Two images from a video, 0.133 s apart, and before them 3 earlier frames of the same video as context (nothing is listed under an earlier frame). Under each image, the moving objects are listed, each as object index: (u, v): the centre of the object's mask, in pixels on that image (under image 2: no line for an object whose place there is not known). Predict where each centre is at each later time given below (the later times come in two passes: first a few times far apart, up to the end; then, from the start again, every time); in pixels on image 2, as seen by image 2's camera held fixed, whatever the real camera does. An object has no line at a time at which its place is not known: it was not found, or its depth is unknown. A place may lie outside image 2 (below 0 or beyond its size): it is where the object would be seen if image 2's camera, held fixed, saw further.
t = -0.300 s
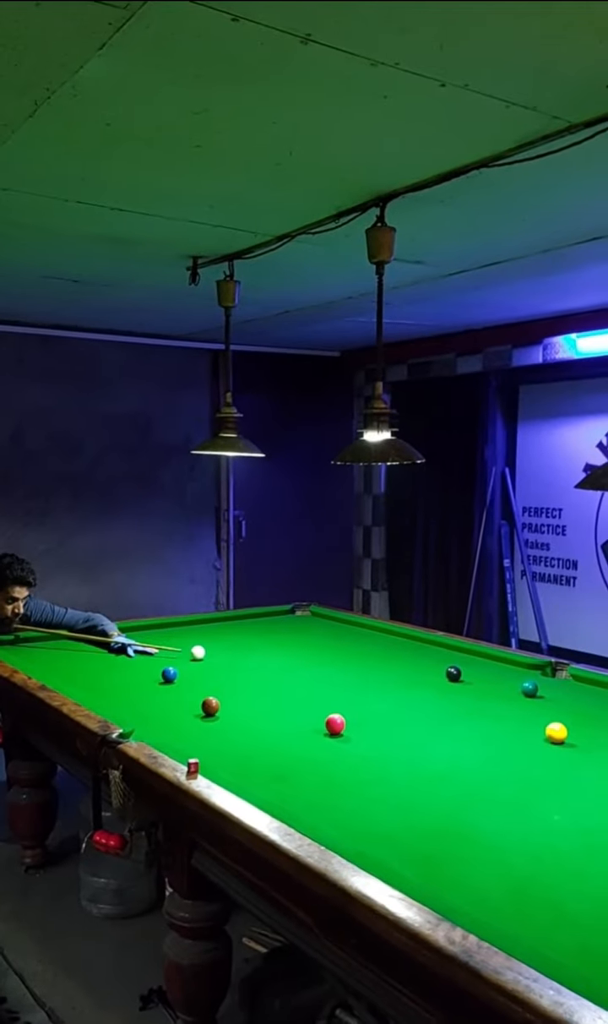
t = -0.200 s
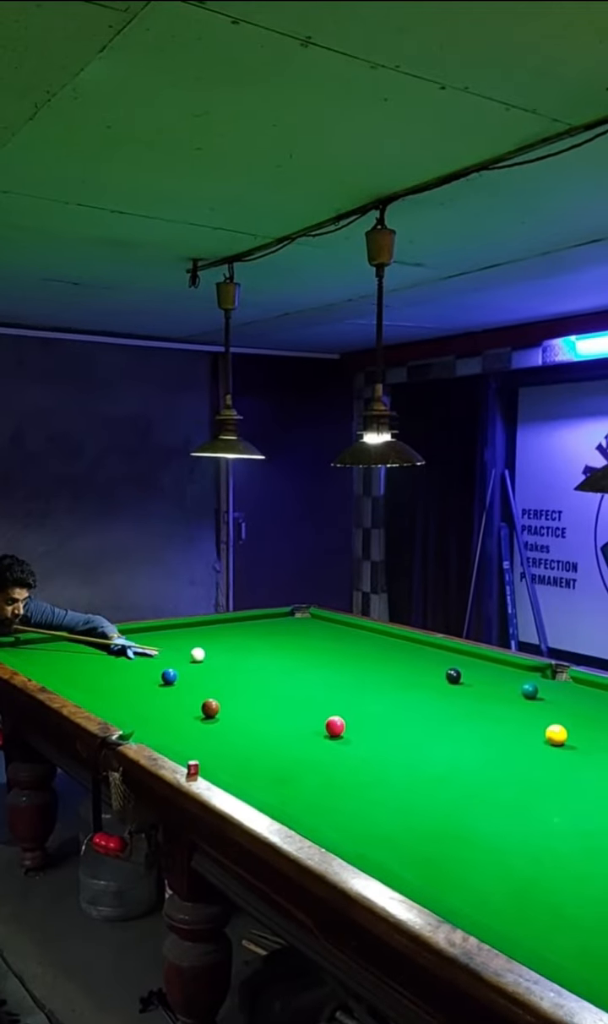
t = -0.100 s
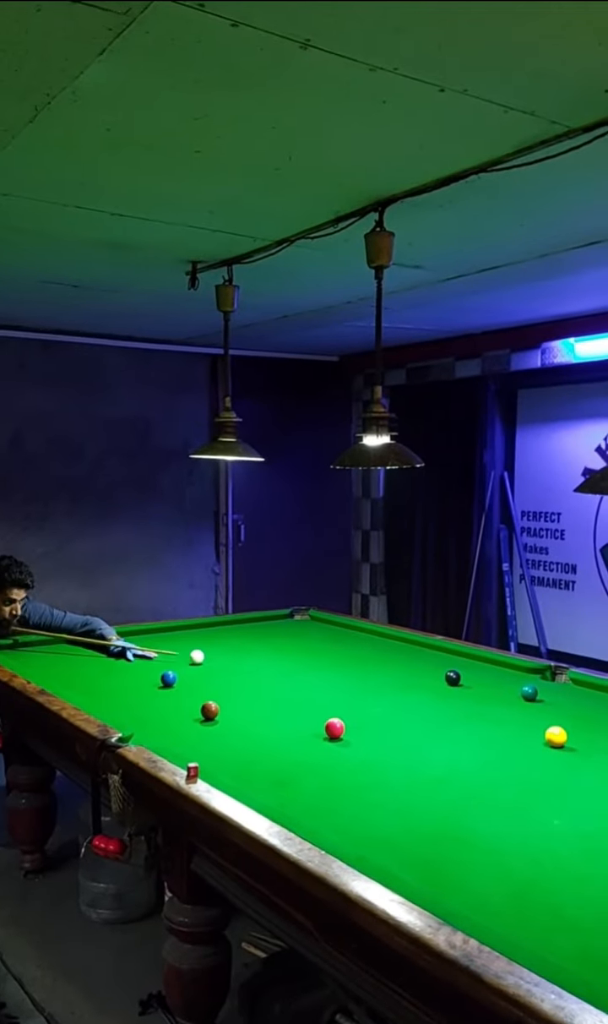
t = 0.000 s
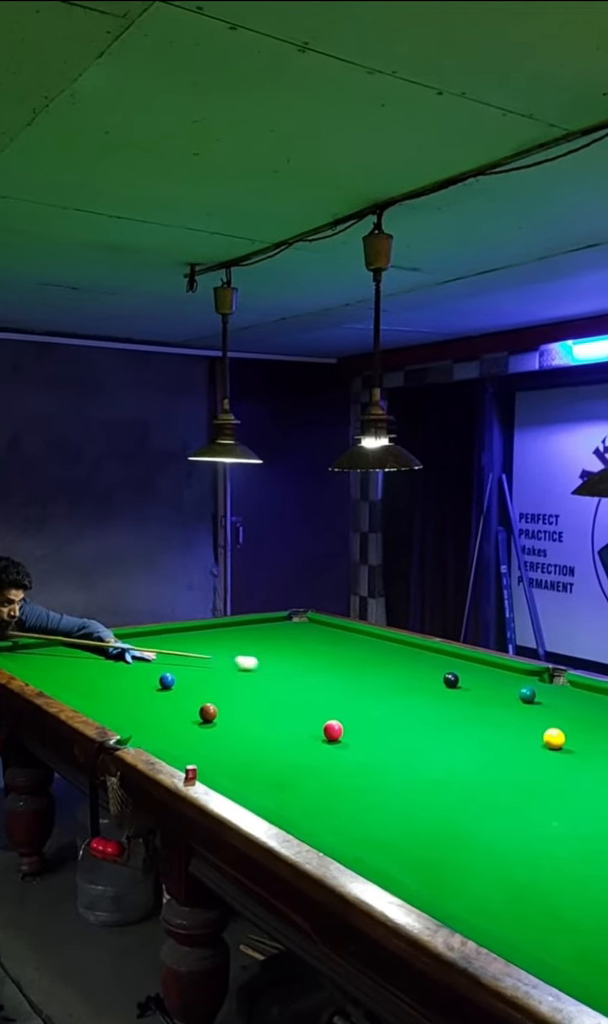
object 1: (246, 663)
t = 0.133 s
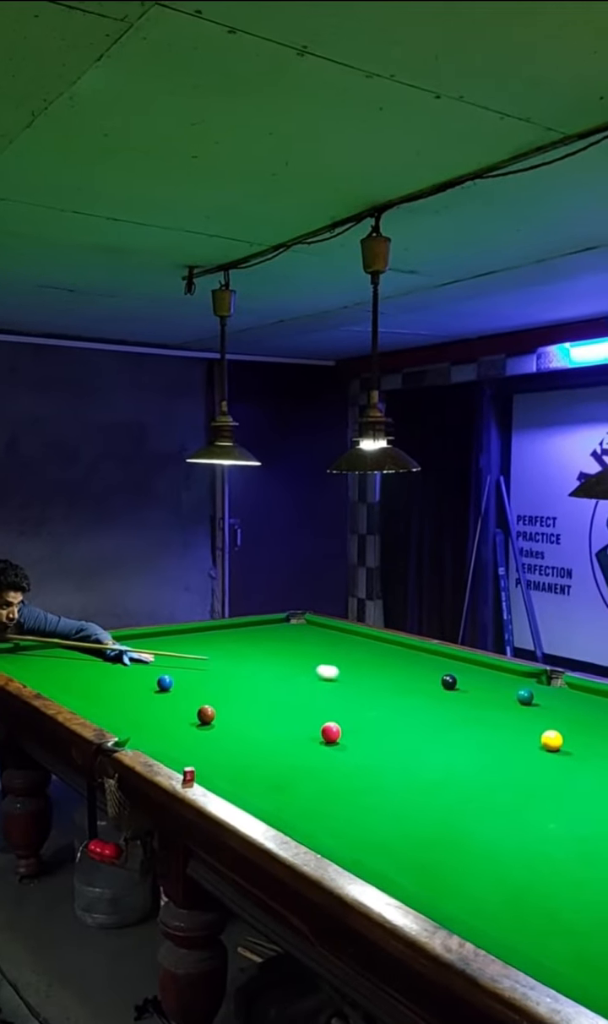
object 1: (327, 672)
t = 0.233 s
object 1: (387, 677)
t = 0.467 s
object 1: (466, 694)
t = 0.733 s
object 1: (546, 715)
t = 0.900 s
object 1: (600, 730)
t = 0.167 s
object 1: (347, 674)
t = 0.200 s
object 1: (367, 675)
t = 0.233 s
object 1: (387, 677)
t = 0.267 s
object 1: (407, 679)
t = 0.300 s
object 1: (428, 681)
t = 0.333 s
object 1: (437, 684)
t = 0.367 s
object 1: (442, 686)
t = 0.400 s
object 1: (449, 689)
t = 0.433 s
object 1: (457, 691)
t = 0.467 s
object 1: (466, 694)
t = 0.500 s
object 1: (476, 696)
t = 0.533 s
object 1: (485, 699)
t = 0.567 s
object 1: (495, 701)
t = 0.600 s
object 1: (504, 704)
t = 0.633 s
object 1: (514, 707)
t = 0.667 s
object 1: (525, 710)
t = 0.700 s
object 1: (535, 712)
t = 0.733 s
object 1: (546, 715)
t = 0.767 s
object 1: (556, 718)
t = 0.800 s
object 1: (567, 721)
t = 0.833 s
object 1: (578, 724)
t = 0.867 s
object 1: (589, 727)
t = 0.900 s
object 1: (600, 730)
